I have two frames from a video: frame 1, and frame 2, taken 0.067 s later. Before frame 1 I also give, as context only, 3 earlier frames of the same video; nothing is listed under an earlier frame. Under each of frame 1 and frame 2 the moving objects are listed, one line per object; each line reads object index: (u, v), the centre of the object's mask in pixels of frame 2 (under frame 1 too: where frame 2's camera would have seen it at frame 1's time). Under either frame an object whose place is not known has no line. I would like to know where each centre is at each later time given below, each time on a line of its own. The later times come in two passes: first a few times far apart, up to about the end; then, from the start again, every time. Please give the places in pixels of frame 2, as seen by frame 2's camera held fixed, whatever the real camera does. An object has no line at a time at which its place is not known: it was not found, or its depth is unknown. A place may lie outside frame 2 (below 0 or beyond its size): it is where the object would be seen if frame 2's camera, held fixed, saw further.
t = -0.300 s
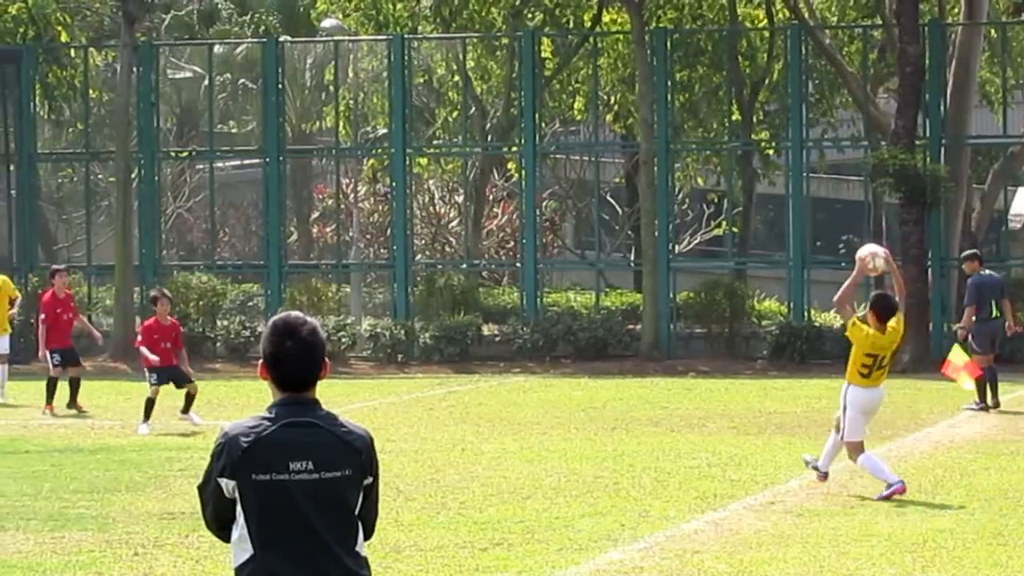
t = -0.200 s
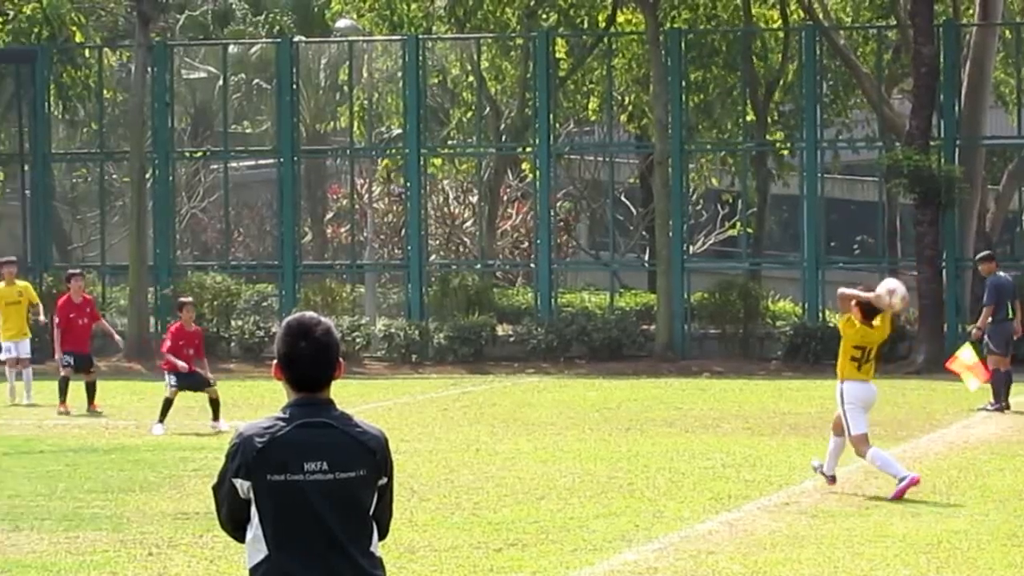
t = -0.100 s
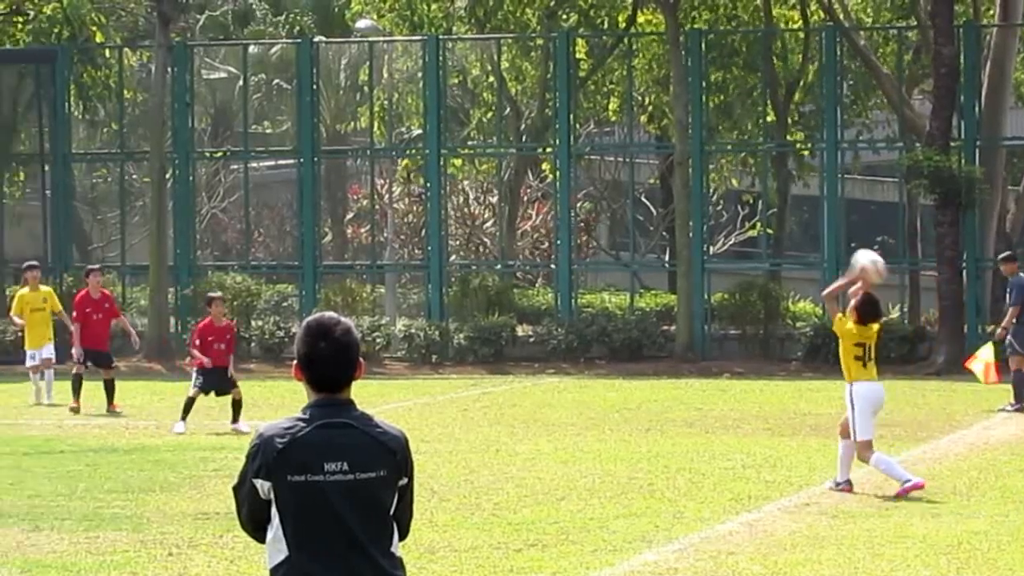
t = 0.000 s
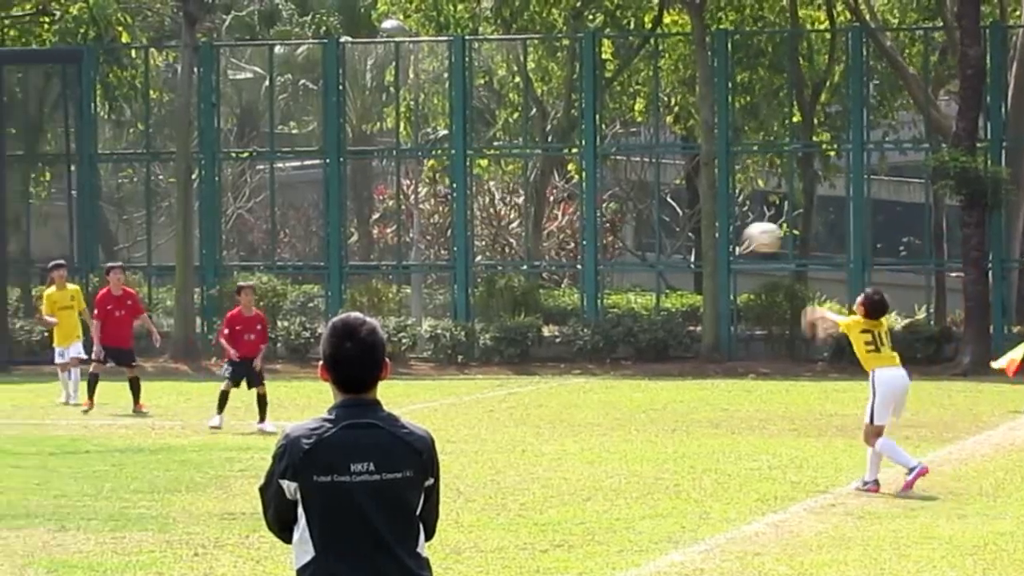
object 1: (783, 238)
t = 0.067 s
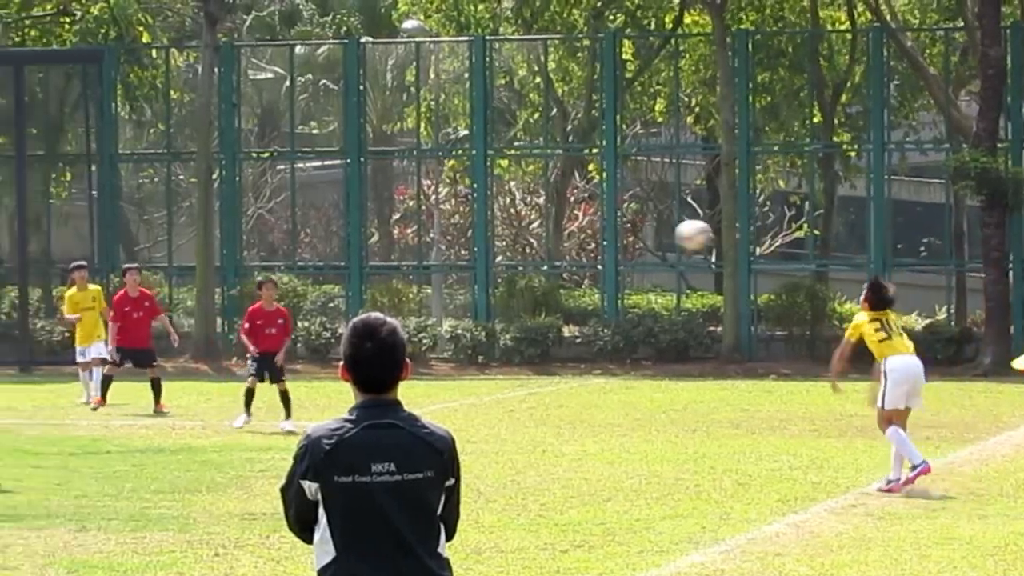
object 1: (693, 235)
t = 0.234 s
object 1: (488, 245)
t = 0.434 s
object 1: (278, 287)
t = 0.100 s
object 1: (650, 235)
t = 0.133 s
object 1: (608, 236)
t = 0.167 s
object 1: (566, 239)
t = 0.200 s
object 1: (527, 241)
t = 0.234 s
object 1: (488, 245)
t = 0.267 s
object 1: (450, 250)
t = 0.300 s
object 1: (414, 256)
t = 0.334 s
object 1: (379, 262)
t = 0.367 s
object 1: (344, 270)
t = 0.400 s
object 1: (310, 278)
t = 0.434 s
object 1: (278, 287)
